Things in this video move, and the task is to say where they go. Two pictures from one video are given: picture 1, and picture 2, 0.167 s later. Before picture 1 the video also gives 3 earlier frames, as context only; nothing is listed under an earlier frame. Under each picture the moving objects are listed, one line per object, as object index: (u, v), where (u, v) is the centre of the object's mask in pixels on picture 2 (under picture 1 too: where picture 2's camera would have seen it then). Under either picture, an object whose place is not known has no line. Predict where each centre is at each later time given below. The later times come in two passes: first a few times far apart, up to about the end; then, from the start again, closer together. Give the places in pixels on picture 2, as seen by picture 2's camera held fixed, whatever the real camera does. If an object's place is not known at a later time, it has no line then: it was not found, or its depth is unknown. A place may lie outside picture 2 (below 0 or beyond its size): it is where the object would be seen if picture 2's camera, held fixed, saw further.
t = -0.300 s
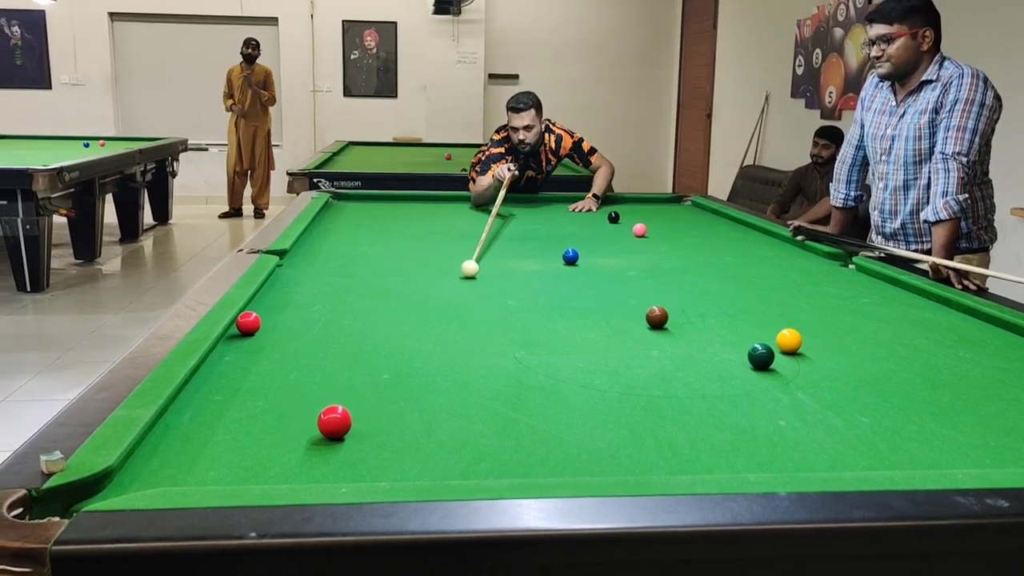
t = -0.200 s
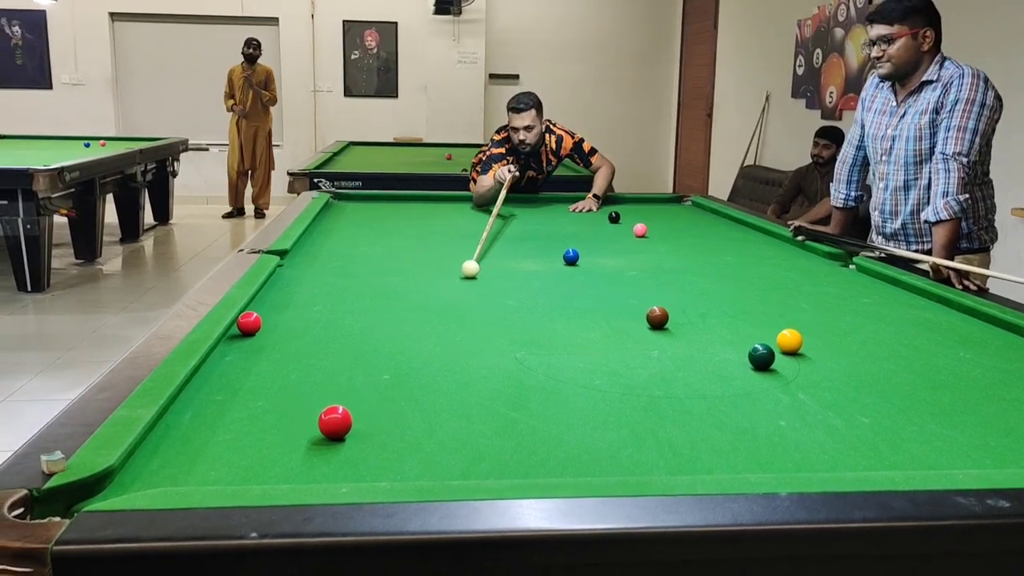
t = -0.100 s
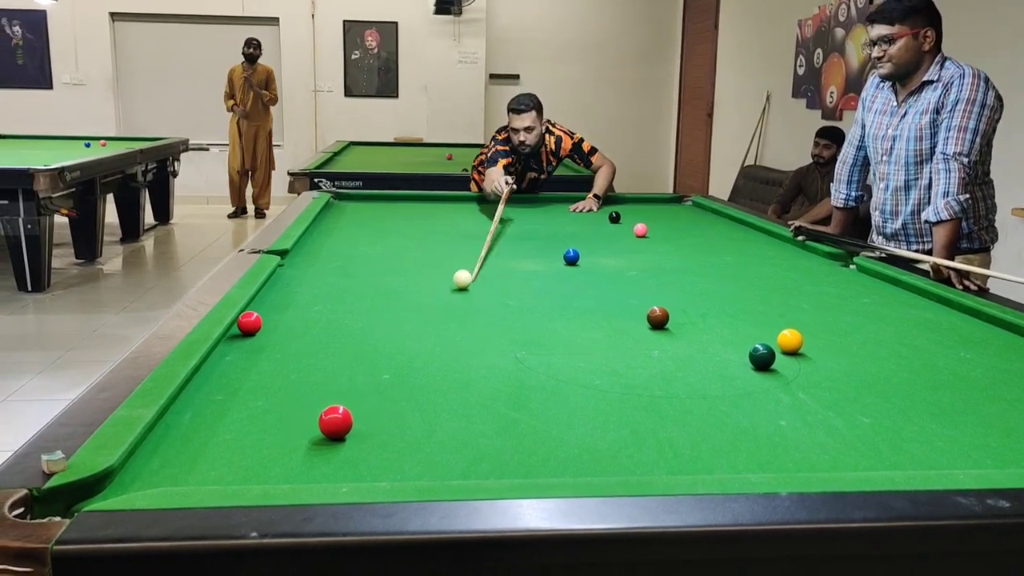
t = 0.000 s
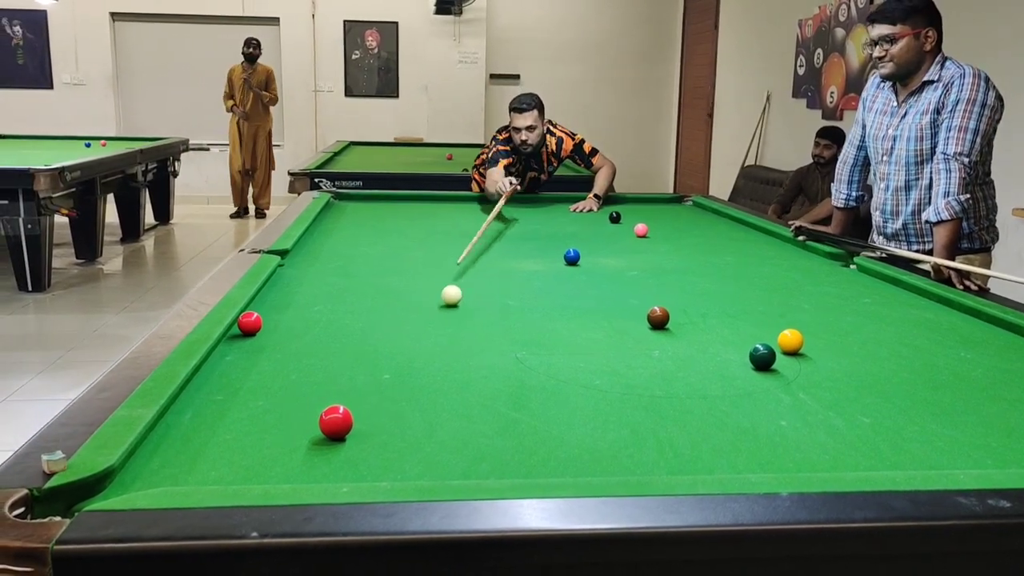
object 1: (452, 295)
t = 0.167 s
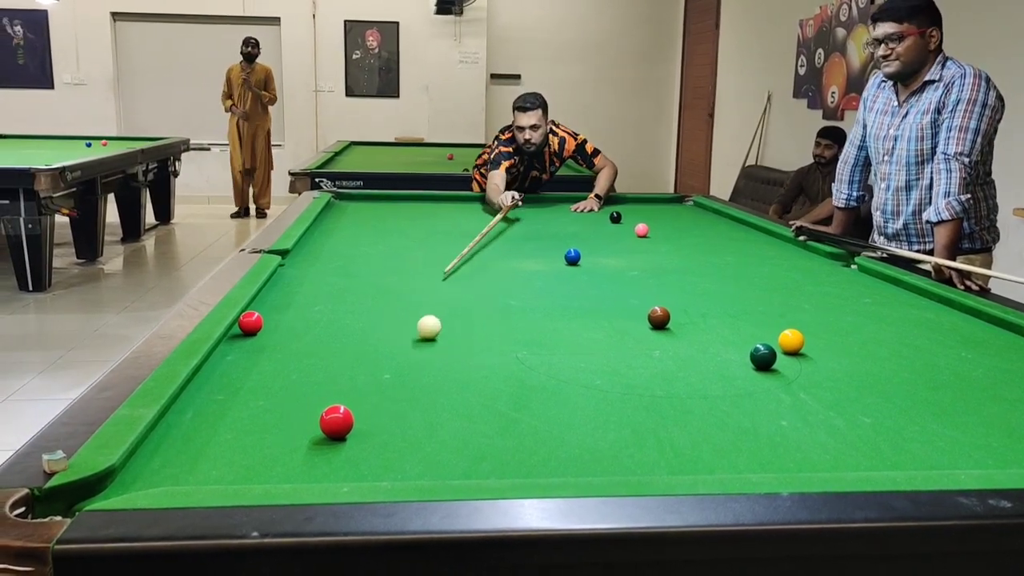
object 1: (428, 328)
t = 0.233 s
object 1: (417, 344)
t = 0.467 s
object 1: (372, 418)
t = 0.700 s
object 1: (457, 469)
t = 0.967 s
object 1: (518, 414)
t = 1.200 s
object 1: (557, 377)
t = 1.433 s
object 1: (586, 350)
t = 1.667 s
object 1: (610, 328)
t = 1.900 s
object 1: (628, 310)
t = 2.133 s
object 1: (643, 295)
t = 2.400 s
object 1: (657, 281)
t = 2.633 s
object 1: (667, 271)
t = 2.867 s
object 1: (675, 262)
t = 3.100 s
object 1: (683, 255)
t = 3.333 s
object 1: (689, 248)
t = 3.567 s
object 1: (694, 242)
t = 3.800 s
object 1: (699, 237)
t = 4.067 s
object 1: (703, 232)
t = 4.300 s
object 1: (706, 228)
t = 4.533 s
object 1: (709, 225)
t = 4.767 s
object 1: (712, 222)
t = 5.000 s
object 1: (715, 219)
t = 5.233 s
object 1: (716, 216)
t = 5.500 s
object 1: (719, 214)
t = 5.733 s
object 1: (712, 212)
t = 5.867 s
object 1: (708, 211)
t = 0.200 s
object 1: (423, 335)
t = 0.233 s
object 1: (417, 344)
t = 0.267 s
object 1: (410, 352)
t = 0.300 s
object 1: (404, 362)
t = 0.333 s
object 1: (396, 372)
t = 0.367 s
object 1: (388, 383)
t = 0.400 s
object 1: (380, 395)
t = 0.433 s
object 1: (371, 407)
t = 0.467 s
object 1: (372, 418)
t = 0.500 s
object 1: (386, 426)
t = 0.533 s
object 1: (399, 435)
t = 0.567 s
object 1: (411, 445)
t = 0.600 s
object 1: (423, 455)
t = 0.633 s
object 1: (434, 465)
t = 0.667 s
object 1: (446, 472)
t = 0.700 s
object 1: (457, 469)
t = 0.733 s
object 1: (466, 463)
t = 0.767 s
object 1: (475, 455)
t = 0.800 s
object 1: (483, 447)
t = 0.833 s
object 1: (491, 440)
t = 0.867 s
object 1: (498, 433)
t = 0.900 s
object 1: (505, 426)
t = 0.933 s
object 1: (512, 420)
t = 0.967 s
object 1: (518, 414)
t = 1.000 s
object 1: (525, 408)
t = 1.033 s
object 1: (531, 402)
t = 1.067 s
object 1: (537, 397)
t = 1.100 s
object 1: (542, 392)
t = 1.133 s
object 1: (547, 387)
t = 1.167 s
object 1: (552, 382)
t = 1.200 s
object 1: (557, 377)
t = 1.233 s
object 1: (562, 373)
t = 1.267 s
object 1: (567, 369)
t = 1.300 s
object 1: (571, 365)
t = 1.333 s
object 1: (575, 360)
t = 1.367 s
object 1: (579, 357)
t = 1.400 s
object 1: (583, 353)
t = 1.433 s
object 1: (586, 350)
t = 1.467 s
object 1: (590, 346)
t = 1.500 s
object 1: (593, 343)
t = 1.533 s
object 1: (597, 340)
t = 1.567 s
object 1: (600, 337)
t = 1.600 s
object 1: (603, 334)
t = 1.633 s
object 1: (607, 331)
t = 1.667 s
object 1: (610, 328)
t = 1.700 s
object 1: (612, 325)
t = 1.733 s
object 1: (615, 322)
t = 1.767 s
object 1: (618, 320)
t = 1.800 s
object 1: (620, 317)
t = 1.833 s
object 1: (623, 314)
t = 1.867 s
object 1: (625, 312)
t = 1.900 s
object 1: (628, 310)
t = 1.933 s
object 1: (630, 307)
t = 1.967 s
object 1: (632, 305)
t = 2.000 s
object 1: (634, 303)
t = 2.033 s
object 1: (637, 301)
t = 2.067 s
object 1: (639, 299)
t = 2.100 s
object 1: (641, 297)
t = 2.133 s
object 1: (643, 295)
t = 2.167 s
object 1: (645, 293)
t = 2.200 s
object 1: (646, 291)
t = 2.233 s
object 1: (648, 290)
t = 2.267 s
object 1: (650, 288)
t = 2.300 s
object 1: (652, 286)
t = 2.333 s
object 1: (653, 285)
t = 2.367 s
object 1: (655, 283)
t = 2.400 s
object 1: (657, 281)
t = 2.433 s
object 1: (658, 280)
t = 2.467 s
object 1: (660, 278)
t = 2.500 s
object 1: (661, 277)
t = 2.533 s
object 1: (662, 275)
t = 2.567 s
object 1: (664, 274)
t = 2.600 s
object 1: (665, 273)
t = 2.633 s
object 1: (667, 271)
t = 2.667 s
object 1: (668, 270)
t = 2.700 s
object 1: (669, 269)
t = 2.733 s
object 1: (671, 267)
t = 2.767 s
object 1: (672, 266)
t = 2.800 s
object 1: (673, 265)
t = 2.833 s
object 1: (674, 264)
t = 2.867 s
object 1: (675, 262)
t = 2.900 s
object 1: (677, 261)
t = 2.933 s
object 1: (678, 260)
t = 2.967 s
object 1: (679, 259)
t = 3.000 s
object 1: (680, 258)
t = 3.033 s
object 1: (681, 257)
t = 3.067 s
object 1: (682, 256)
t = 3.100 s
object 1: (683, 255)
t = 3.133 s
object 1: (684, 254)
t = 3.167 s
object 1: (684, 253)
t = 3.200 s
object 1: (685, 252)
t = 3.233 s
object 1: (686, 251)
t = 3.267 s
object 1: (687, 250)
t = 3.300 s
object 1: (688, 249)
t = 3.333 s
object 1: (689, 248)
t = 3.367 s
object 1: (690, 247)
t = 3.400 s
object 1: (691, 246)
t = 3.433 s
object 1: (691, 245)
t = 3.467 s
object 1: (692, 245)
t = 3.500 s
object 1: (693, 244)
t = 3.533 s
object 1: (694, 243)
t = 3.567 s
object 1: (694, 242)
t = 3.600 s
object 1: (695, 241)
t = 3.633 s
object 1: (696, 241)
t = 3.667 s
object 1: (696, 240)
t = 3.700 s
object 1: (697, 239)
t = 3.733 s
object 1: (697, 239)
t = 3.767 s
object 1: (698, 238)
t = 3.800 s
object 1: (699, 237)
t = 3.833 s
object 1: (699, 236)
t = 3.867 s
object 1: (700, 236)
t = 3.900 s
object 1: (700, 235)
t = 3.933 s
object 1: (701, 234)
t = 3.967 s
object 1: (701, 234)
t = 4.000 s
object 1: (702, 233)
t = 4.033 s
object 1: (702, 233)
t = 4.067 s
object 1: (703, 232)
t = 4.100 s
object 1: (704, 232)
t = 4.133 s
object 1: (704, 231)
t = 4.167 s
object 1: (704, 230)
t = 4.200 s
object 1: (705, 230)
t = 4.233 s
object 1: (706, 229)
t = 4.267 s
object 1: (706, 229)
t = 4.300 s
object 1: (706, 228)
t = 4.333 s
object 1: (707, 228)
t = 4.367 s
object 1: (707, 227)
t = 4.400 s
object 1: (708, 227)
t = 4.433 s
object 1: (708, 226)
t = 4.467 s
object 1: (708, 226)
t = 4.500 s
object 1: (709, 225)
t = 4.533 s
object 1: (709, 225)
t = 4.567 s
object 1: (710, 224)
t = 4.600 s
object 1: (710, 224)
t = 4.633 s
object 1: (711, 223)
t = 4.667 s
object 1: (711, 223)
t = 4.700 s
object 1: (711, 222)
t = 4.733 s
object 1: (712, 222)
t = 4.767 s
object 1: (712, 222)
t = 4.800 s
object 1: (713, 221)
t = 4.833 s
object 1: (713, 221)
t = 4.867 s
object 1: (713, 220)
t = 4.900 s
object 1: (713, 220)
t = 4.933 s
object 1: (714, 220)
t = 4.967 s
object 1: (714, 219)
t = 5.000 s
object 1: (715, 219)
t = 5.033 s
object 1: (715, 218)
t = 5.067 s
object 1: (715, 218)
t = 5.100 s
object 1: (715, 218)
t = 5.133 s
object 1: (716, 217)
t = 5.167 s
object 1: (716, 217)
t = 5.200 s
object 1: (716, 216)
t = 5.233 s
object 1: (716, 216)
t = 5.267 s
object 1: (717, 216)
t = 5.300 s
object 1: (717, 216)
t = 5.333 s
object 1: (717, 215)
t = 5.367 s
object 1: (717, 215)
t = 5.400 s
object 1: (718, 214)
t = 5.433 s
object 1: (718, 214)
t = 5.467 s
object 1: (718, 214)
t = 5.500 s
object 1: (719, 214)
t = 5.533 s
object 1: (718, 213)
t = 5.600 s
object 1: (716, 213)
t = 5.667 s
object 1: (714, 213)
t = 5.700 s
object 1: (712, 212)
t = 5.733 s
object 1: (712, 212)
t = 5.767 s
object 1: (710, 212)
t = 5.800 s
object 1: (710, 212)
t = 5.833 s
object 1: (709, 211)
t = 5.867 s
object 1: (708, 211)
